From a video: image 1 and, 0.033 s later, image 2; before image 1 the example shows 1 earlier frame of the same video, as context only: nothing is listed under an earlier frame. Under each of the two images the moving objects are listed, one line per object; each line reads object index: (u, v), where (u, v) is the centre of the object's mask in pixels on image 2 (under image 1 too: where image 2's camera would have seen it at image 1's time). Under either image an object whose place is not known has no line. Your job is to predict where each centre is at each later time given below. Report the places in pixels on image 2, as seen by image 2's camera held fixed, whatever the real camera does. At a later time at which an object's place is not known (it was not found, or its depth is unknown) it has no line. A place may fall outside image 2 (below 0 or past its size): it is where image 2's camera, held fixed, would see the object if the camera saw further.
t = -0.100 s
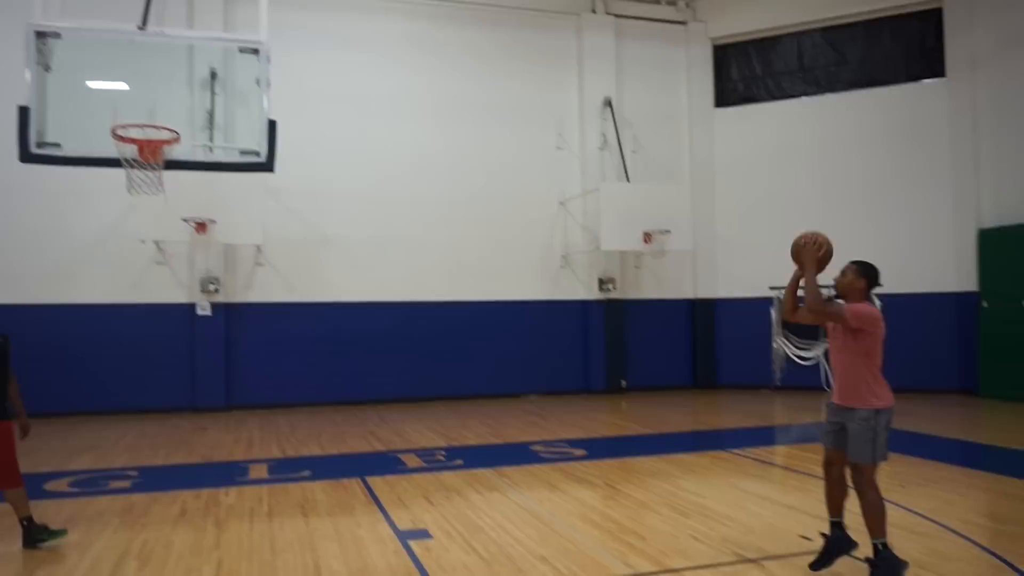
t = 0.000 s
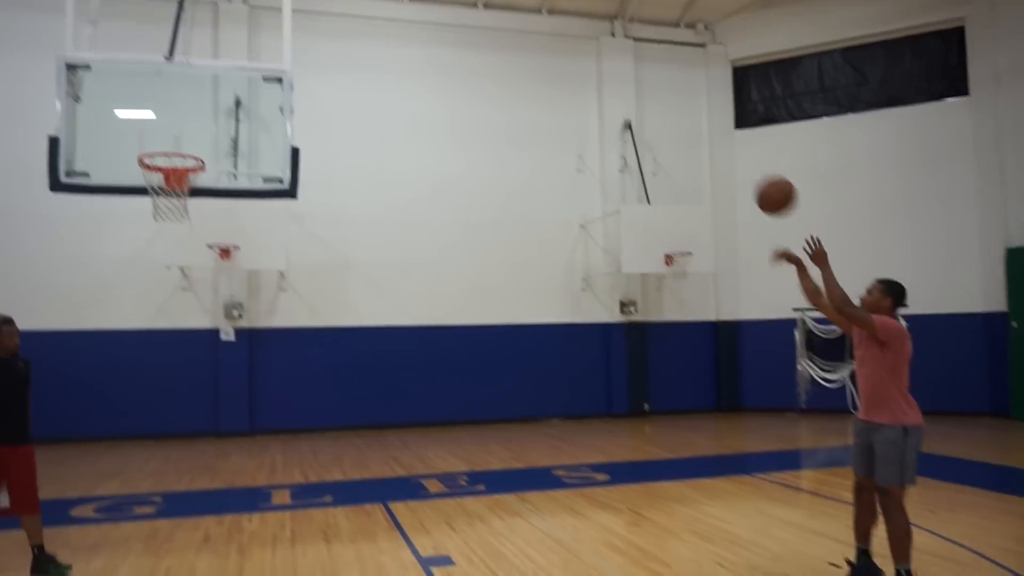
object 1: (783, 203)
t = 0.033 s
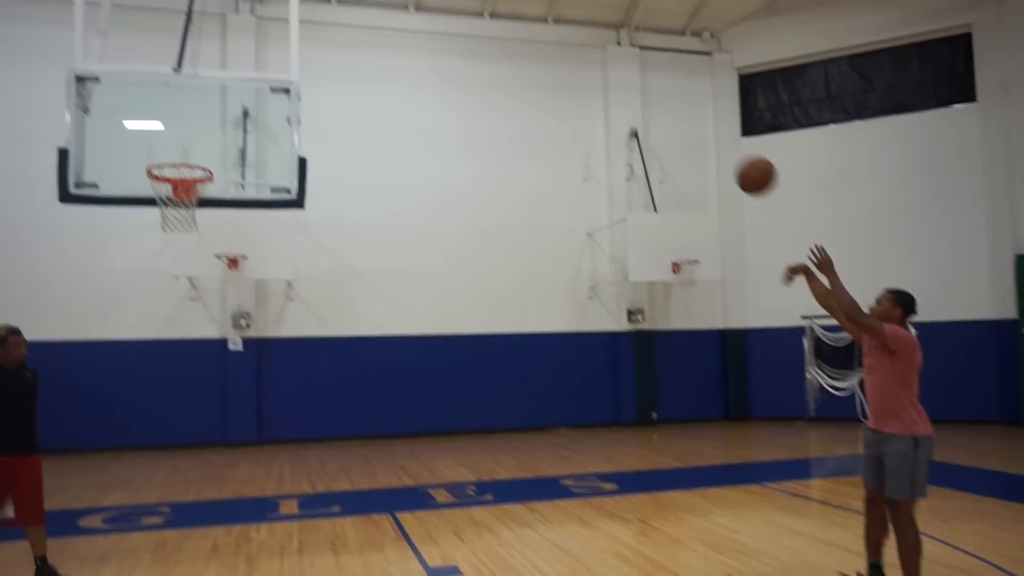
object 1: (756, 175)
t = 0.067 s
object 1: (729, 149)
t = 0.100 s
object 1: (704, 127)
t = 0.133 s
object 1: (680, 106)
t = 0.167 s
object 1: (656, 88)
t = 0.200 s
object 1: (632, 70)
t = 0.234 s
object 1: (609, 56)
